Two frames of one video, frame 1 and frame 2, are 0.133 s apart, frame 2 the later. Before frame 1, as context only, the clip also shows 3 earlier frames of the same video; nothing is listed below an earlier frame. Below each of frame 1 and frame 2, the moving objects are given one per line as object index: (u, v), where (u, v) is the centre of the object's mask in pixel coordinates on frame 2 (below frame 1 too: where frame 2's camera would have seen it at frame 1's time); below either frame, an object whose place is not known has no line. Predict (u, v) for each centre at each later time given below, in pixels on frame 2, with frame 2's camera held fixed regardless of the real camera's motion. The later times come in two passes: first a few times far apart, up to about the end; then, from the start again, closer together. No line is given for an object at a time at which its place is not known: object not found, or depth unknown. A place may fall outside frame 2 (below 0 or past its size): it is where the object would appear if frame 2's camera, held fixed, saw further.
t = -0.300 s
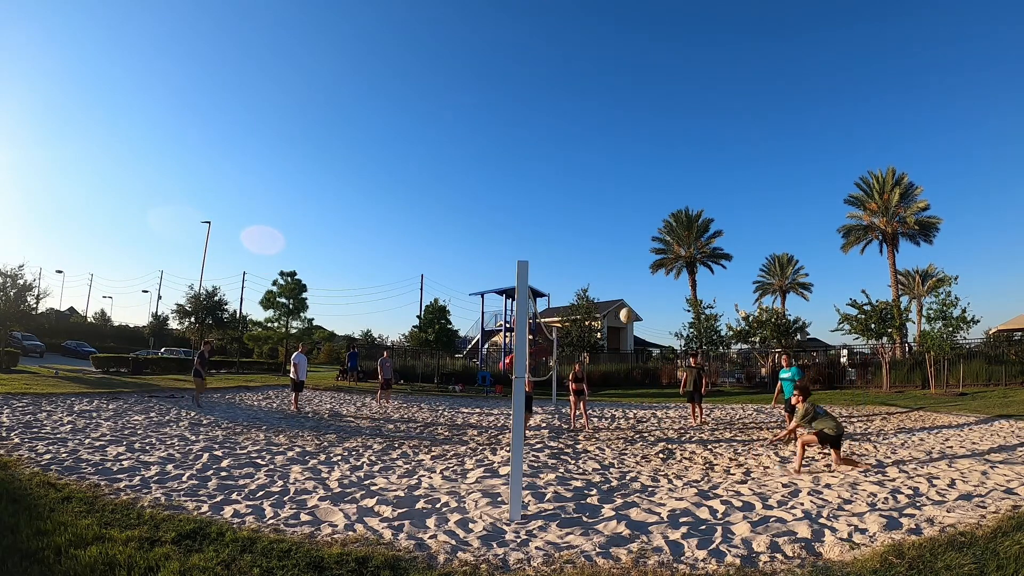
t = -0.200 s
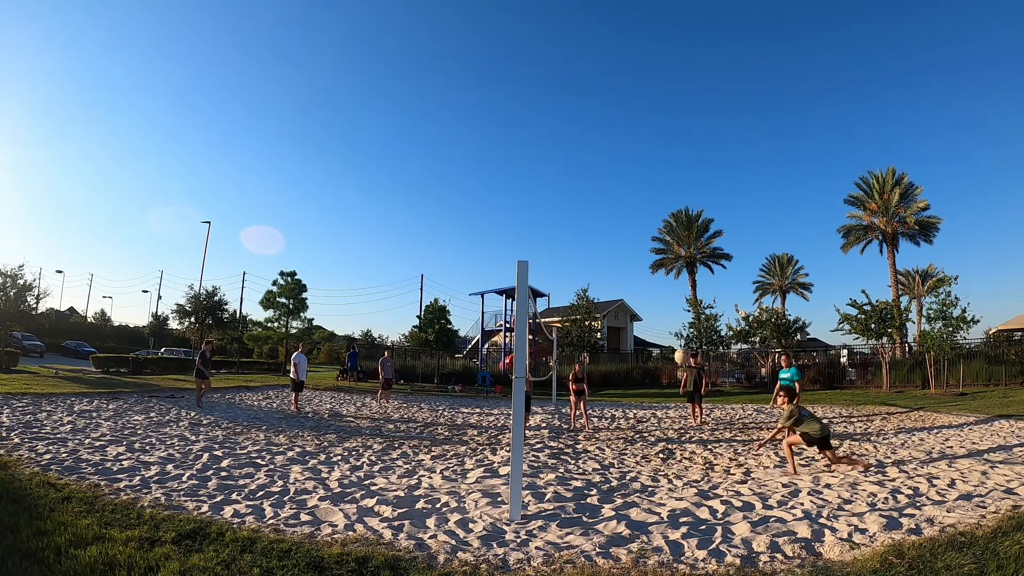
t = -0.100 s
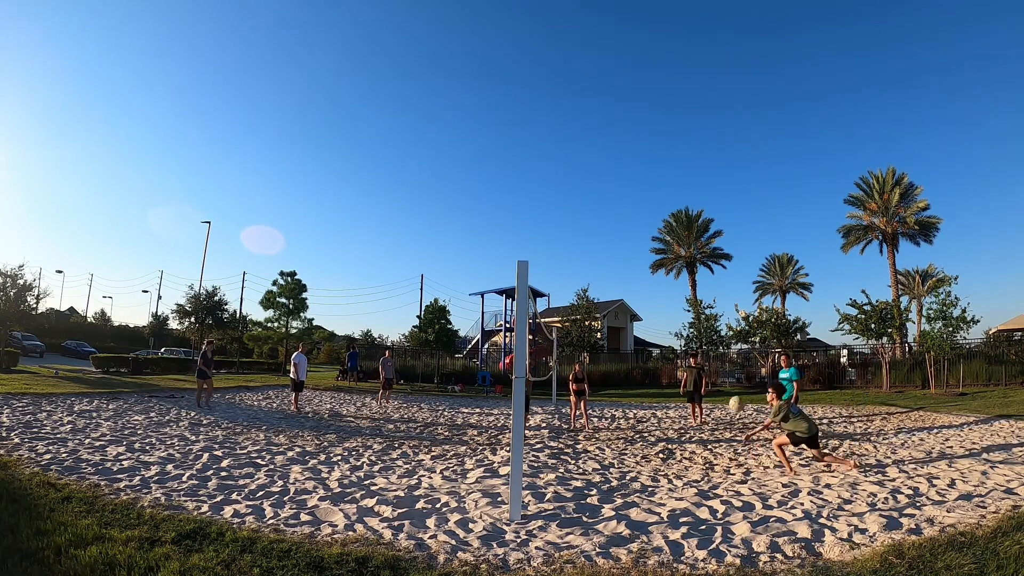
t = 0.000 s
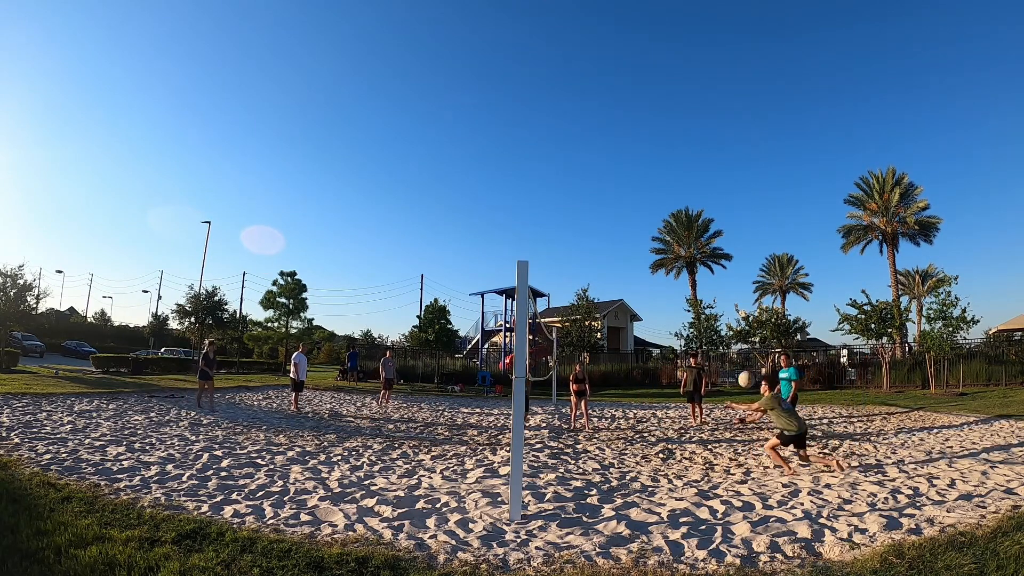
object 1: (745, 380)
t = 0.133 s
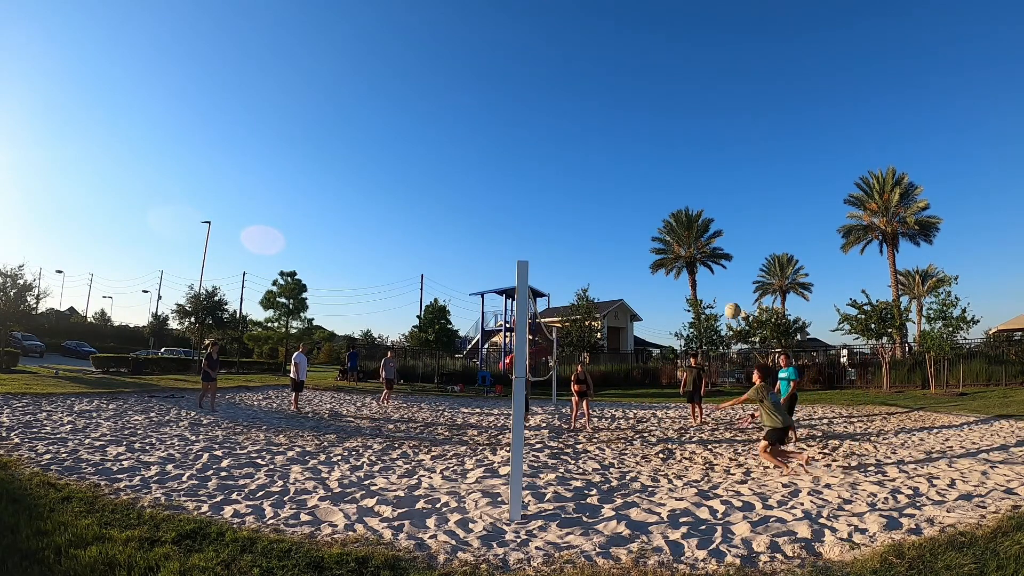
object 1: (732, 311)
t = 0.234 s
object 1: (722, 268)
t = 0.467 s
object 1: (698, 196)
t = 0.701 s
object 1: (676, 163)
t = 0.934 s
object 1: (656, 166)
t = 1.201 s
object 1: (633, 223)
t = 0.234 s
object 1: (722, 268)
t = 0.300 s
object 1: (715, 243)
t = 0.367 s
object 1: (707, 222)
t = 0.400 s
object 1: (704, 213)
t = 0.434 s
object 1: (701, 204)
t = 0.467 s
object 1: (698, 196)
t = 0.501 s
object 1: (695, 189)
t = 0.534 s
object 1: (692, 183)
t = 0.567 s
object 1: (688, 178)
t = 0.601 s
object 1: (685, 173)
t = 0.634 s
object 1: (682, 169)
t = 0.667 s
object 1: (679, 165)
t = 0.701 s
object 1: (676, 163)
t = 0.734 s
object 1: (673, 161)
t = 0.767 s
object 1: (670, 160)
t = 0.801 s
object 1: (667, 160)
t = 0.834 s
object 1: (664, 160)
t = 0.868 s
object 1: (662, 161)
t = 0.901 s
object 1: (659, 163)
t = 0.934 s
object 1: (656, 166)
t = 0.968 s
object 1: (653, 170)
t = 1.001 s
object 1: (650, 174)
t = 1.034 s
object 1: (648, 180)
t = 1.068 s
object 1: (645, 187)
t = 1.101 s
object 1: (642, 194)
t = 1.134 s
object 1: (638, 202)
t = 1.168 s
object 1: (636, 212)
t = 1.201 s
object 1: (633, 223)
